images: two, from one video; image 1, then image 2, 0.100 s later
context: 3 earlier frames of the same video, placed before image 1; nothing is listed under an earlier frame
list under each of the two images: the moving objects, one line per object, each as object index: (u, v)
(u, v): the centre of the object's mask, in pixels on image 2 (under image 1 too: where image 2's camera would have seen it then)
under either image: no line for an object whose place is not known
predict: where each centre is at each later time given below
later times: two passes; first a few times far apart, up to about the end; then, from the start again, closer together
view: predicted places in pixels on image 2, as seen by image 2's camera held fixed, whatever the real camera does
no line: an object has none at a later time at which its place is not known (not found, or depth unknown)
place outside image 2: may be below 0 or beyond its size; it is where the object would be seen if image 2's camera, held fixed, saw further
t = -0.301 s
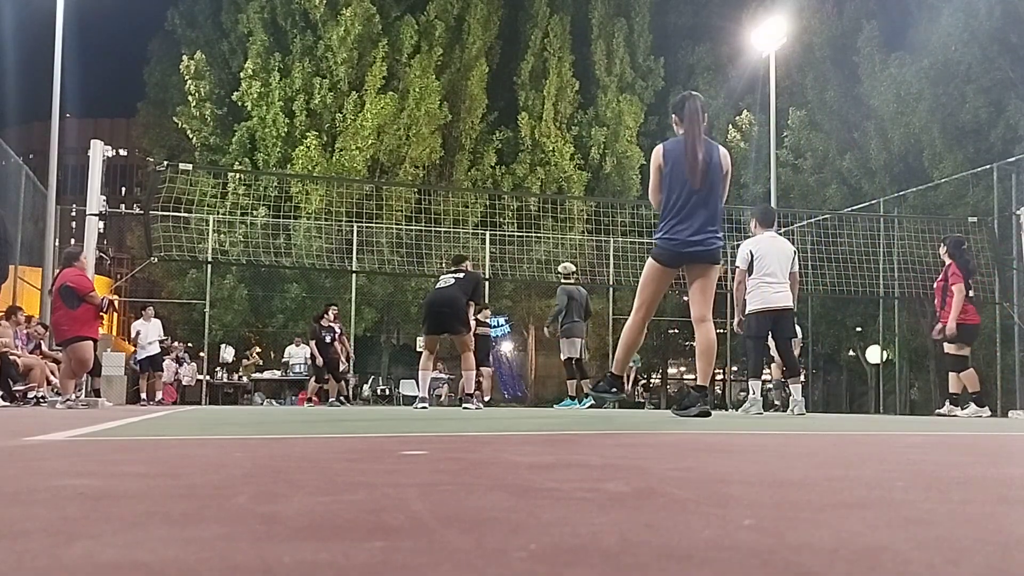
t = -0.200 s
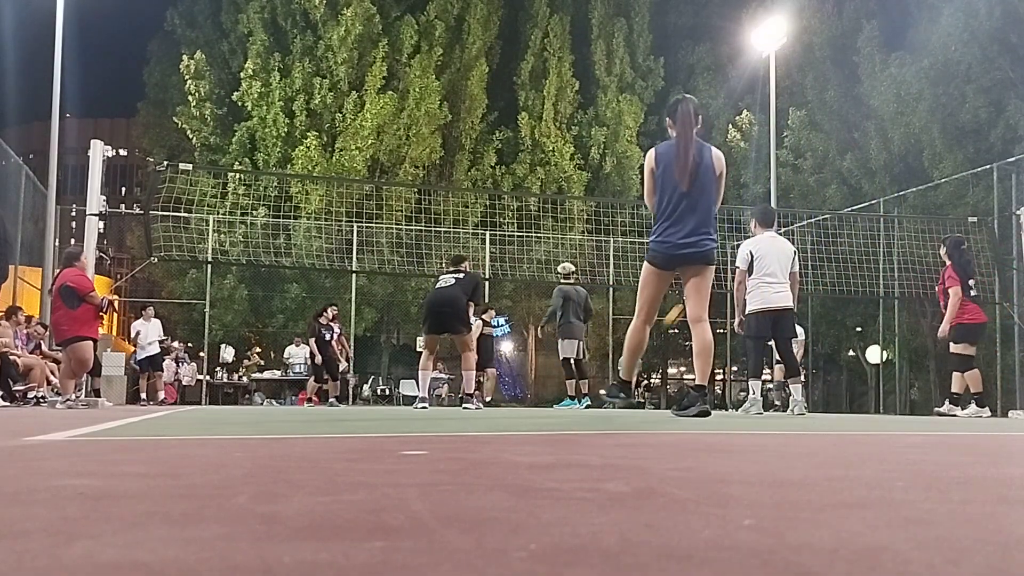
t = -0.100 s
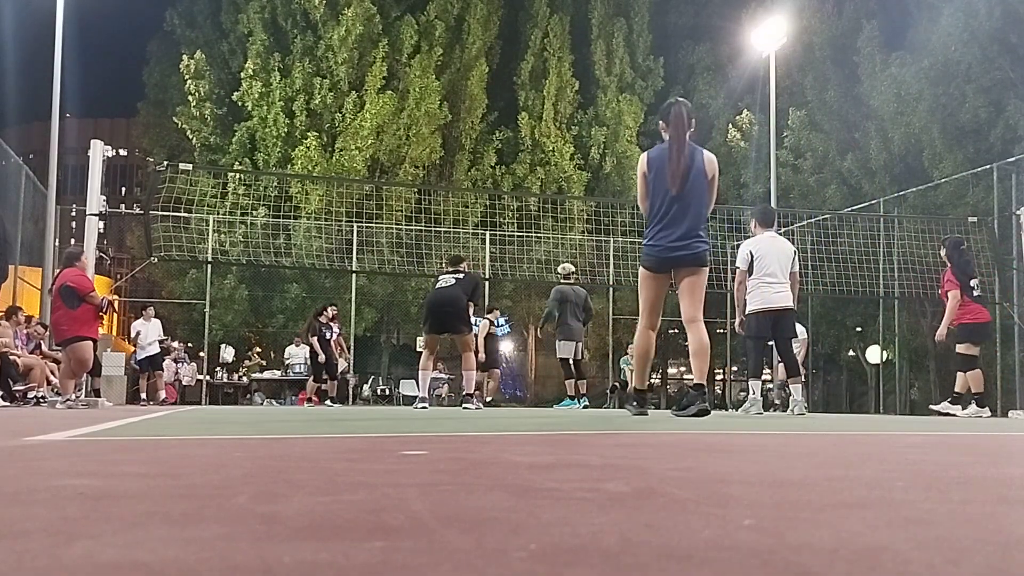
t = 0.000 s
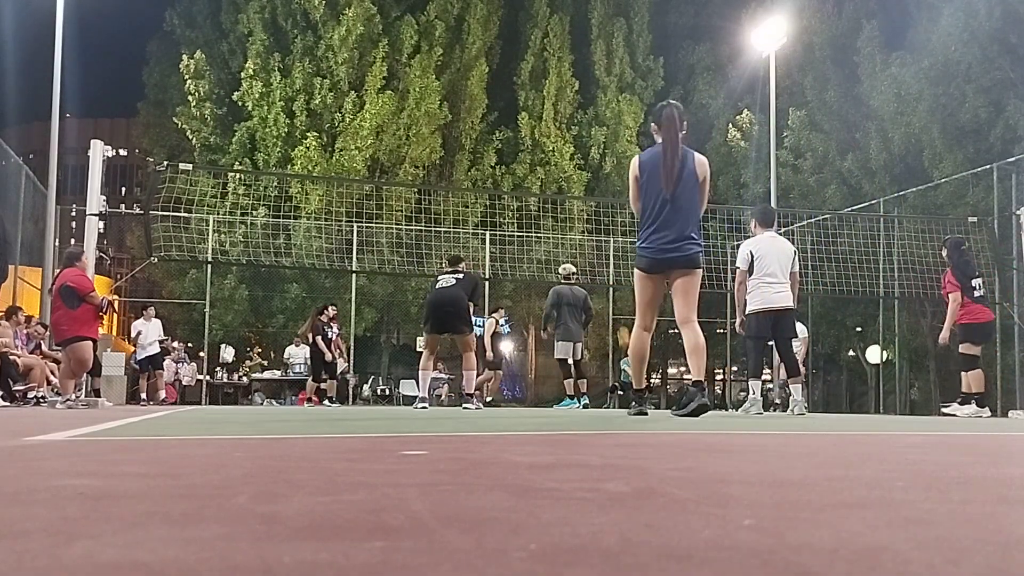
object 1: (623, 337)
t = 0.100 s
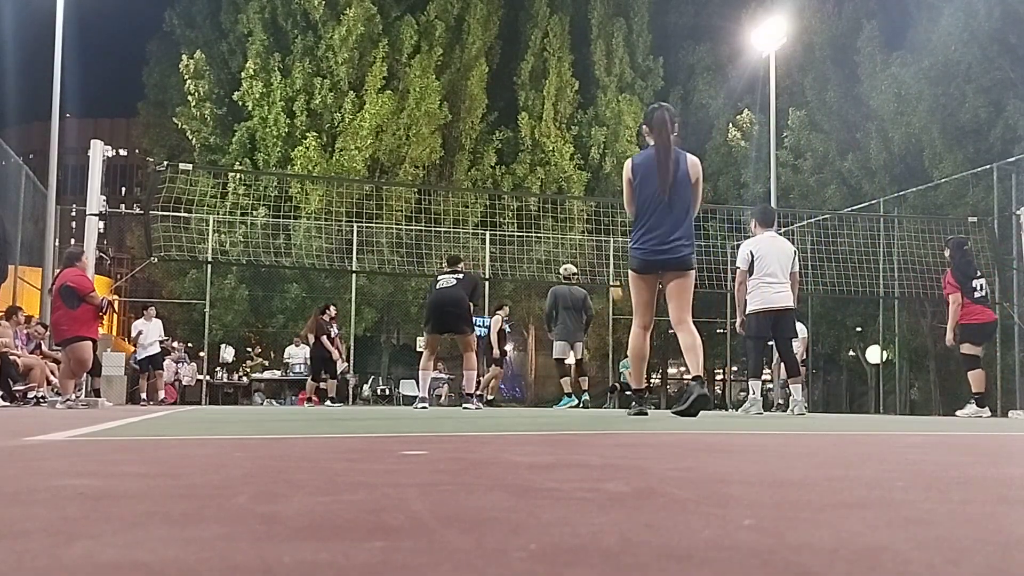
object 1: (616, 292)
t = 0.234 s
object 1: (605, 231)
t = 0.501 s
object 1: (577, 135)
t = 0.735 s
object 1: (547, 73)
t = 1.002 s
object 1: (506, 38)
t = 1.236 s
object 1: (462, 48)
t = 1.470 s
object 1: (407, 108)
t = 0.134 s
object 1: (613, 275)
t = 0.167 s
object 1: (610, 260)
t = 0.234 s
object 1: (605, 231)
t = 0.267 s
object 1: (601, 218)
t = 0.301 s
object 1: (598, 207)
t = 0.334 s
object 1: (594, 190)
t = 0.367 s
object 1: (591, 180)
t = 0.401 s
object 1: (588, 168)
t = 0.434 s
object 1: (584, 157)
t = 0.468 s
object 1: (581, 145)
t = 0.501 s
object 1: (577, 135)
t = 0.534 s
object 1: (573, 124)
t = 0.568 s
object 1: (569, 114)
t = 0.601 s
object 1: (565, 105)
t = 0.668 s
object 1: (556, 87)
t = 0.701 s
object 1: (552, 80)
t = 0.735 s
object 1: (547, 73)
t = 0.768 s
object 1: (543, 67)
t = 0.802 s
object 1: (538, 60)
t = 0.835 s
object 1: (533, 55)
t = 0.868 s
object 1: (528, 50)
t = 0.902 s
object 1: (523, 46)
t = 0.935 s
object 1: (518, 43)
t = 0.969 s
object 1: (512, 40)
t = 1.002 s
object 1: (506, 38)
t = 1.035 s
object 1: (500, 37)
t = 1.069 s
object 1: (494, 37)
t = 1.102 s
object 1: (488, 37)
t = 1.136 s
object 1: (482, 38)
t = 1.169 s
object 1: (475, 41)
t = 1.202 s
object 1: (468, 43)
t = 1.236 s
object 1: (462, 48)
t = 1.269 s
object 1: (454, 53)
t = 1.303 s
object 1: (447, 60)
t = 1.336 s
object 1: (439, 67)
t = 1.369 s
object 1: (432, 75)
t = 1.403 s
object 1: (424, 84)
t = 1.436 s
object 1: (415, 96)
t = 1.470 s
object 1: (407, 108)
